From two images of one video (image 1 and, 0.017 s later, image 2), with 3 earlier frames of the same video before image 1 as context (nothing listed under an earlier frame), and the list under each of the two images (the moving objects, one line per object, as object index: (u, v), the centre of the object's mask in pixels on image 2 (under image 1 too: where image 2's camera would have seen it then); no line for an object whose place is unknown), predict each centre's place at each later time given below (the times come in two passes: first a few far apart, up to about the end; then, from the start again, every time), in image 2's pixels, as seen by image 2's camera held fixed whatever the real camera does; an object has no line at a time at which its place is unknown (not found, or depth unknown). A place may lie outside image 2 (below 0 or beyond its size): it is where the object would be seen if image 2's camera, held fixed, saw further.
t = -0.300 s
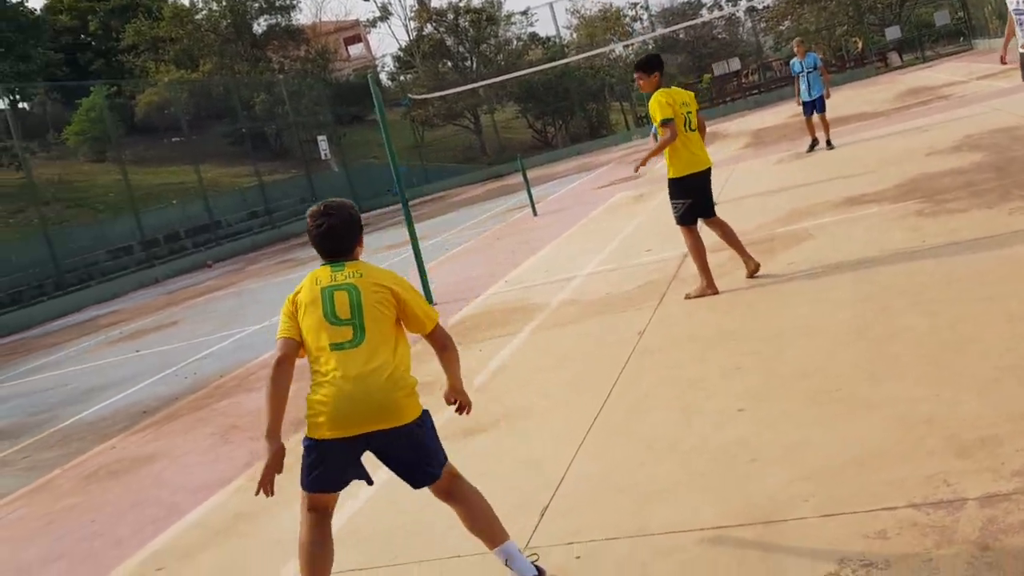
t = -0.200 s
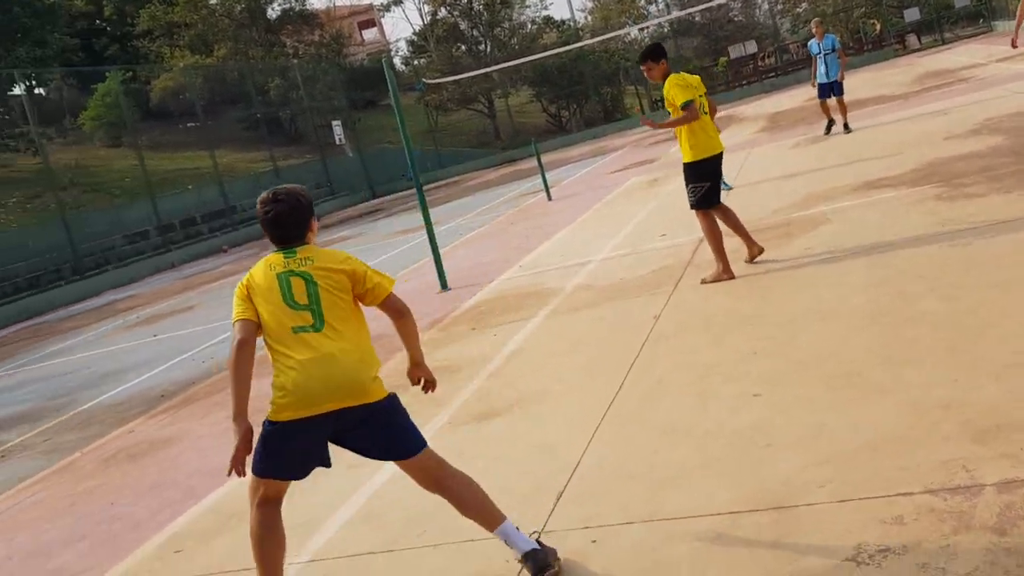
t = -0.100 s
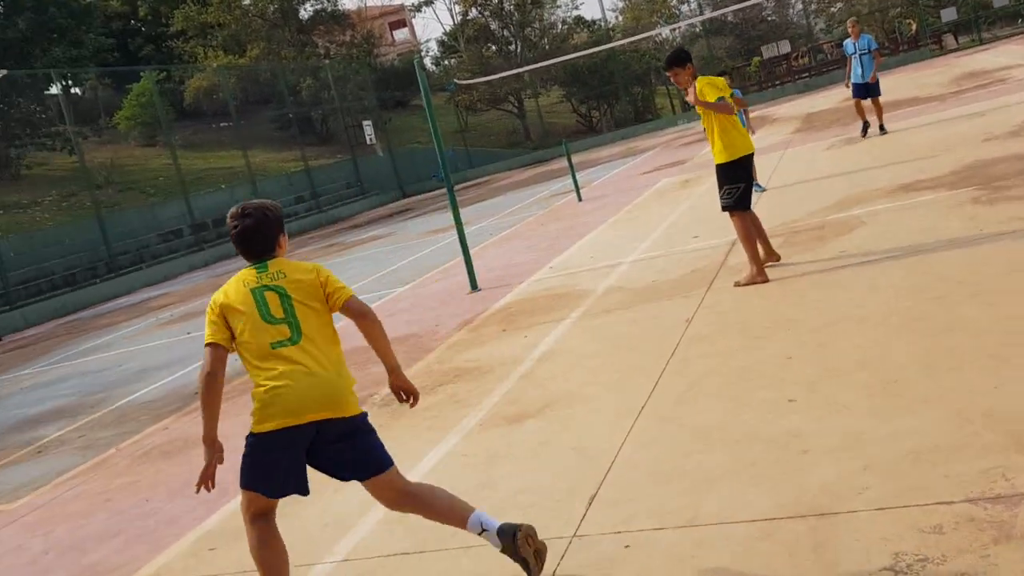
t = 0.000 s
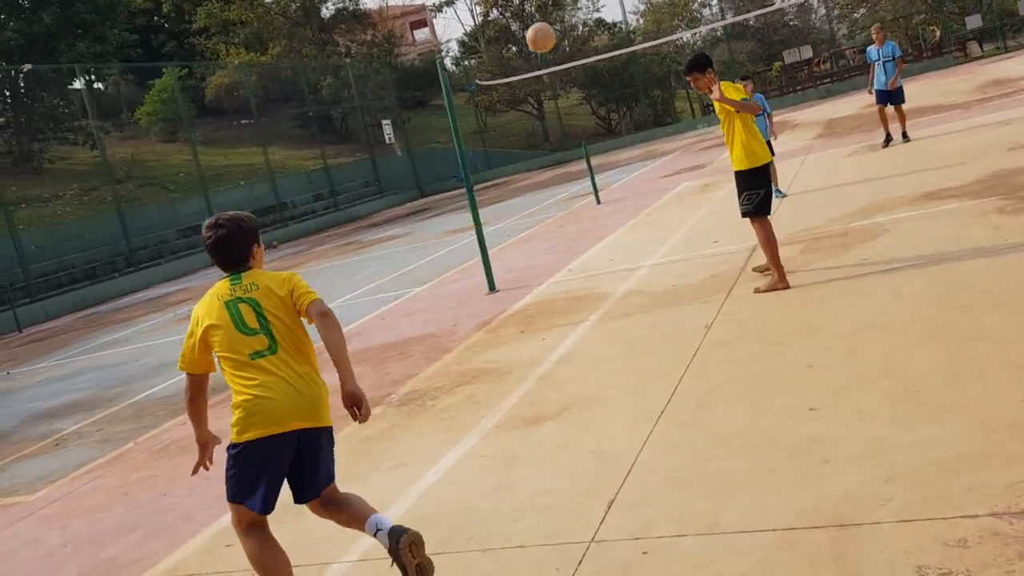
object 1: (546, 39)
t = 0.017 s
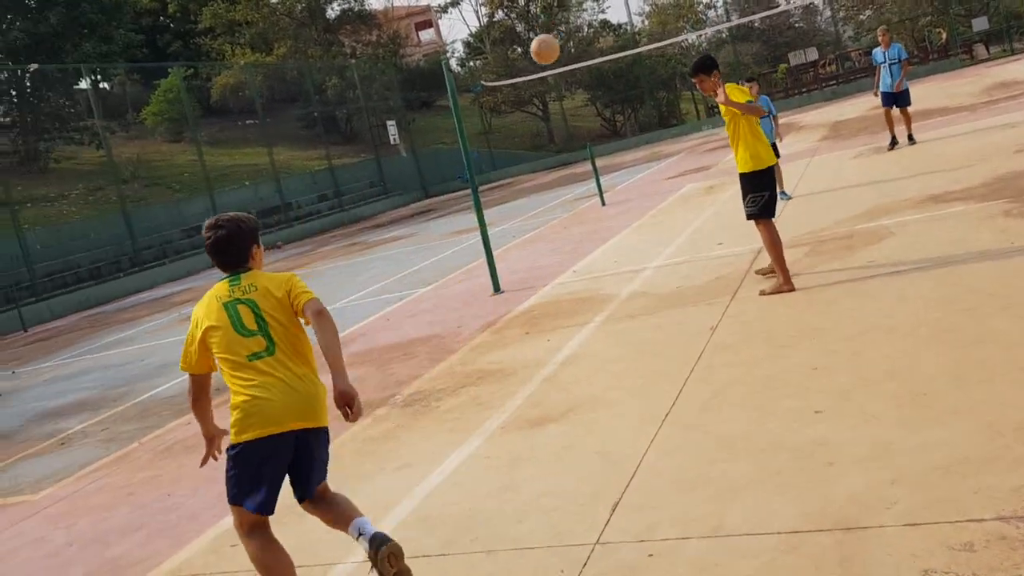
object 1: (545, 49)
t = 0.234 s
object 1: (531, 232)
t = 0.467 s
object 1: (481, 283)
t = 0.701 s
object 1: (400, 211)
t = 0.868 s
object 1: (349, 211)
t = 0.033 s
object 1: (543, 60)
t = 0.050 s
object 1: (542, 71)
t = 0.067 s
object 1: (540, 84)
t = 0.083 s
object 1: (539, 96)
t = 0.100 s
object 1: (538, 109)
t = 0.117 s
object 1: (537, 122)
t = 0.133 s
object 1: (536, 136)
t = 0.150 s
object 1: (535, 151)
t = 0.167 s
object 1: (534, 165)
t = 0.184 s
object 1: (533, 181)
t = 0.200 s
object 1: (533, 197)
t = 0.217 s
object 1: (532, 215)
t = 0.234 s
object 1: (531, 232)
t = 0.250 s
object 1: (531, 250)
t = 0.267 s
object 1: (531, 270)
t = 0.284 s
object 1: (530, 289)
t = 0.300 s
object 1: (529, 309)
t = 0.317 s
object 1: (527, 331)
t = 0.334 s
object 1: (526, 353)
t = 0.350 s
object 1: (522, 349)
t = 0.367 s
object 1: (515, 338)
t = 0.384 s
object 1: (509, 328)
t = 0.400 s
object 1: (505, 318)
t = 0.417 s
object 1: (498, 309)
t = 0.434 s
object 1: (492, 300)
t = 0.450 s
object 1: (486, 292)
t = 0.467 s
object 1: (481, 283)
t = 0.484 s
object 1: (476, 275)
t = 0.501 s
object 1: (469, 268)
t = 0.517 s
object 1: (464, 261)
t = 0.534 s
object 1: (458, 255)
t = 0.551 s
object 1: (452, 249)
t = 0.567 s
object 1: (446, 243)
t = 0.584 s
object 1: (440, 237)
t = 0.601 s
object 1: (434, 232)
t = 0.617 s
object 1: (428, 228)
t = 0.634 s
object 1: (423, 224)
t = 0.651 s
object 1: (417, 220)
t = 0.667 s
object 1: (411, 217)
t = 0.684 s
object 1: (405, 213)
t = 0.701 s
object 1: (400, 211)
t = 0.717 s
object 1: (395, 209)
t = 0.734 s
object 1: (390, 207)
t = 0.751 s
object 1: (383, 206)
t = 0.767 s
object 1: (378, 205)
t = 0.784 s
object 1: (373, 205)
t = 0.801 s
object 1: (368, 205)
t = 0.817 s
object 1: (363, 206)
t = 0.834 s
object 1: (359, 207)
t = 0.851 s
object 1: (354, 209)
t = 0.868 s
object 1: (349, 211)
